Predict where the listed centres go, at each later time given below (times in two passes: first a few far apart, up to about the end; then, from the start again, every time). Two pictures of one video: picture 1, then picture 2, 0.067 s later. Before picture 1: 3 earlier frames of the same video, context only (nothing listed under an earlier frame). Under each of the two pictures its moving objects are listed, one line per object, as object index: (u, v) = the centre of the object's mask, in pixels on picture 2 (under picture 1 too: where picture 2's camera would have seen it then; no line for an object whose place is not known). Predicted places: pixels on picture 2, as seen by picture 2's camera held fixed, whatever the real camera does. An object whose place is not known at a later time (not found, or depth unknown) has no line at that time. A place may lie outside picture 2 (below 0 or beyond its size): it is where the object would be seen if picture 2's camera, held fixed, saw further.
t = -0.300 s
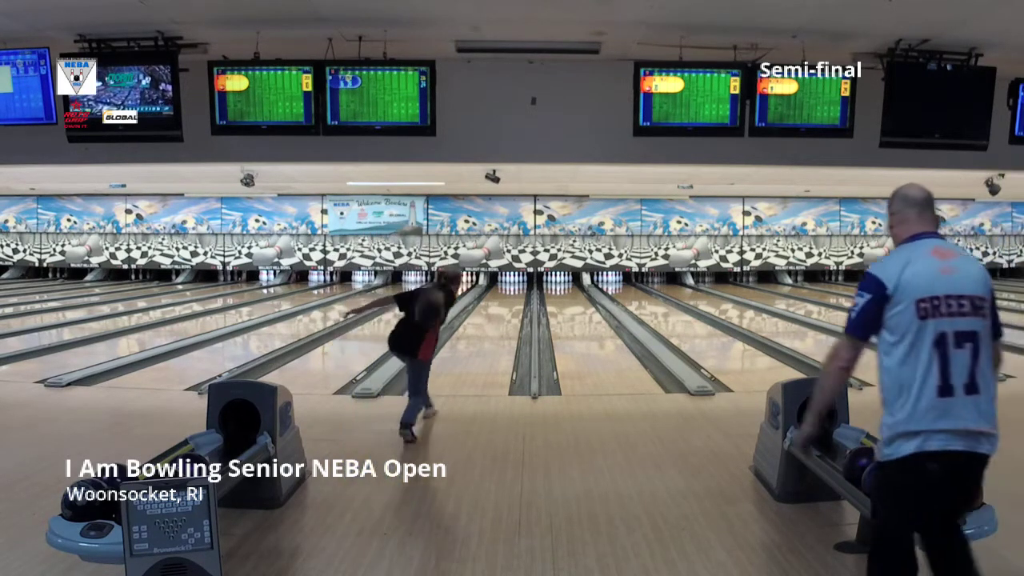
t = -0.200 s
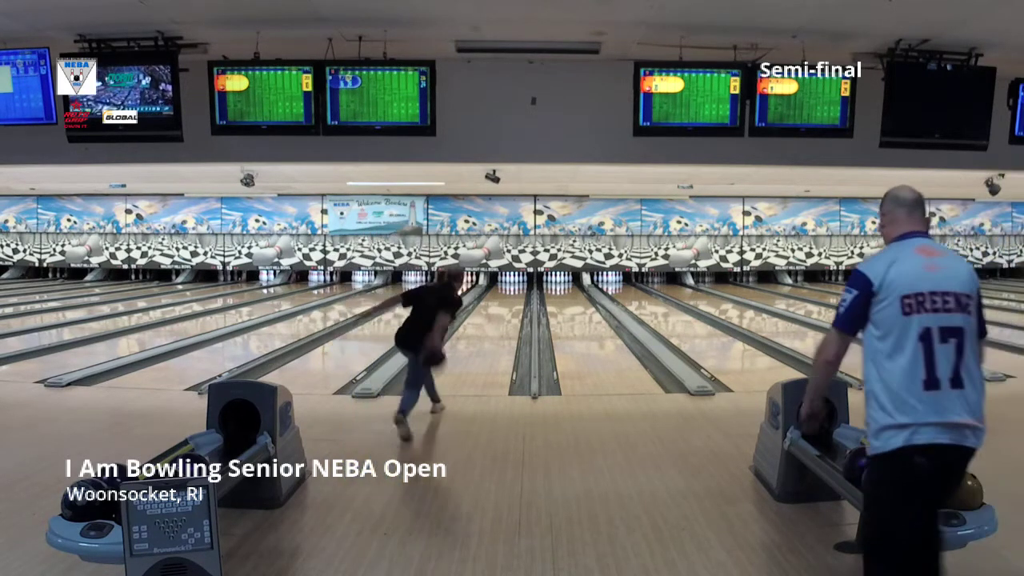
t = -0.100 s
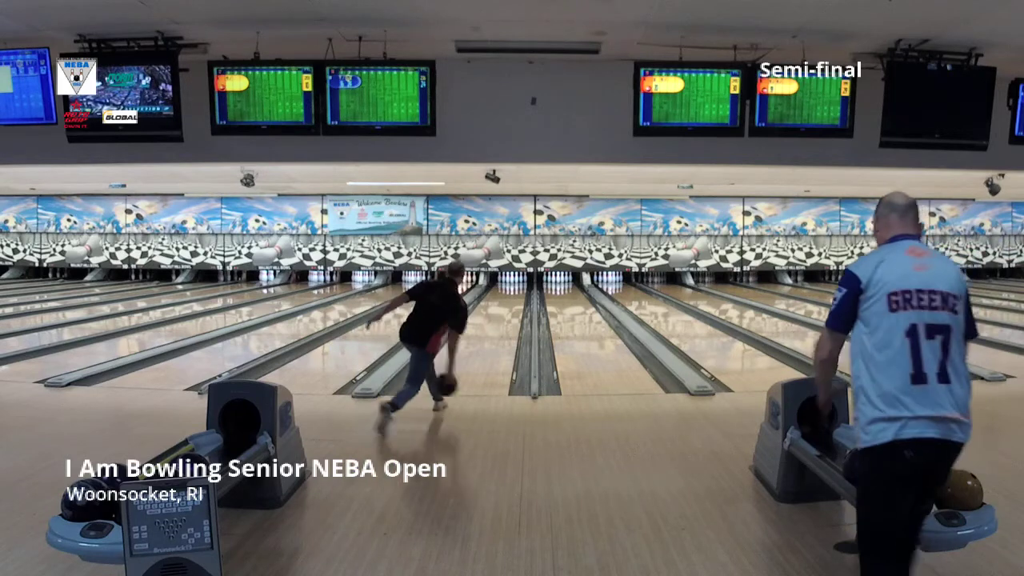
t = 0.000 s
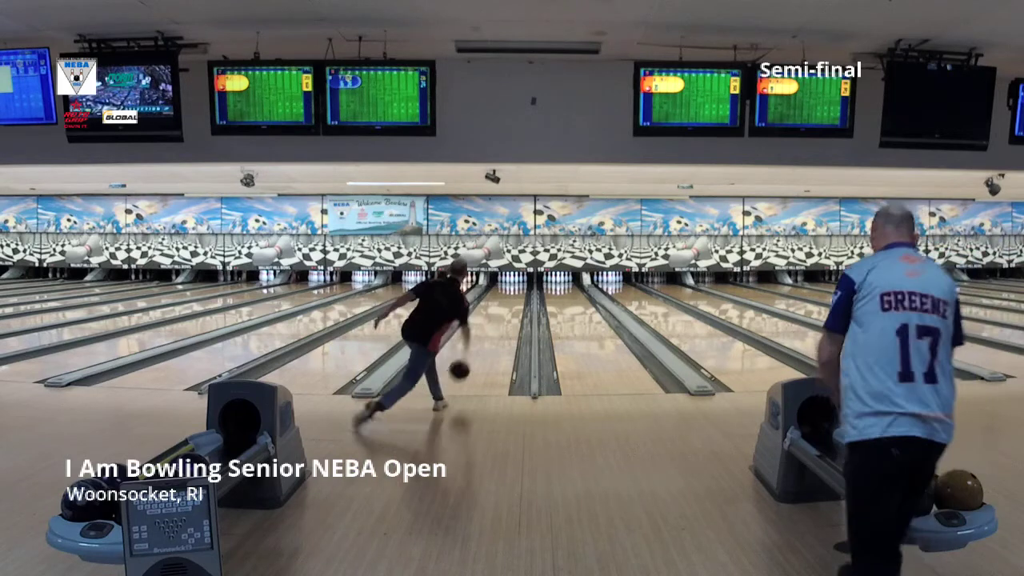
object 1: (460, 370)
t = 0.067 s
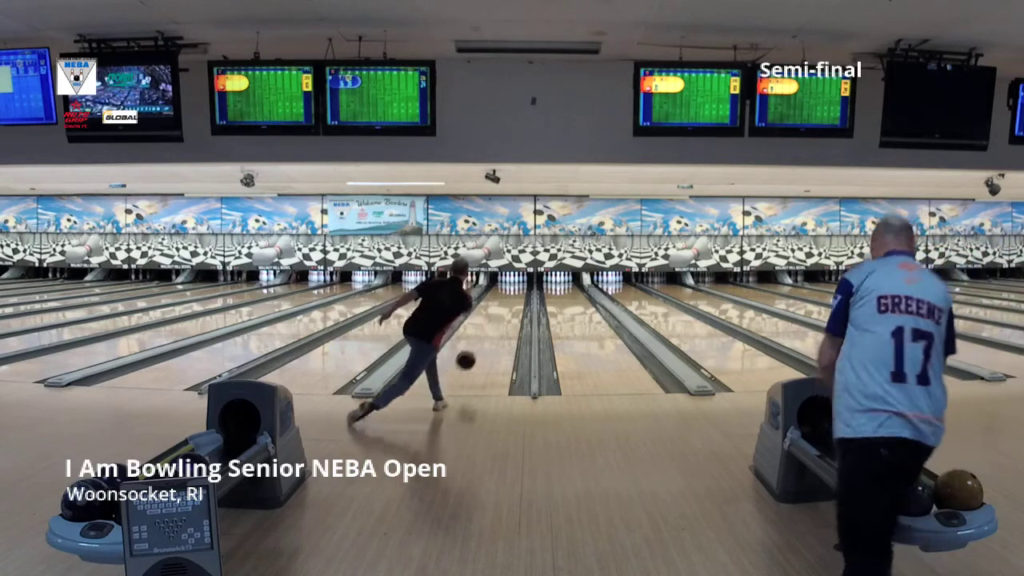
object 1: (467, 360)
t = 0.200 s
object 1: (478, 355)
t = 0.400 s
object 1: (488, 342)
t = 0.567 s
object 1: (495, 330)
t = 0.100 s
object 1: (469, 357)
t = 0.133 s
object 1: (474, 356)
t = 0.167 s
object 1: (476, 355)
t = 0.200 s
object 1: (478, 355)
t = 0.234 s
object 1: (479, 356)
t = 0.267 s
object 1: (481, 354)
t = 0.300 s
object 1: (483, 350)
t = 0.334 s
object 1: (485, 347)
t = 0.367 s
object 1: (486, 344)
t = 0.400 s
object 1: (488, 342)
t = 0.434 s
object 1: (490, 339)
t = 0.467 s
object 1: (491, 337)
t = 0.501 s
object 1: (492, 335)
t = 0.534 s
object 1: (494, 332)
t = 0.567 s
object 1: (495, 330)
